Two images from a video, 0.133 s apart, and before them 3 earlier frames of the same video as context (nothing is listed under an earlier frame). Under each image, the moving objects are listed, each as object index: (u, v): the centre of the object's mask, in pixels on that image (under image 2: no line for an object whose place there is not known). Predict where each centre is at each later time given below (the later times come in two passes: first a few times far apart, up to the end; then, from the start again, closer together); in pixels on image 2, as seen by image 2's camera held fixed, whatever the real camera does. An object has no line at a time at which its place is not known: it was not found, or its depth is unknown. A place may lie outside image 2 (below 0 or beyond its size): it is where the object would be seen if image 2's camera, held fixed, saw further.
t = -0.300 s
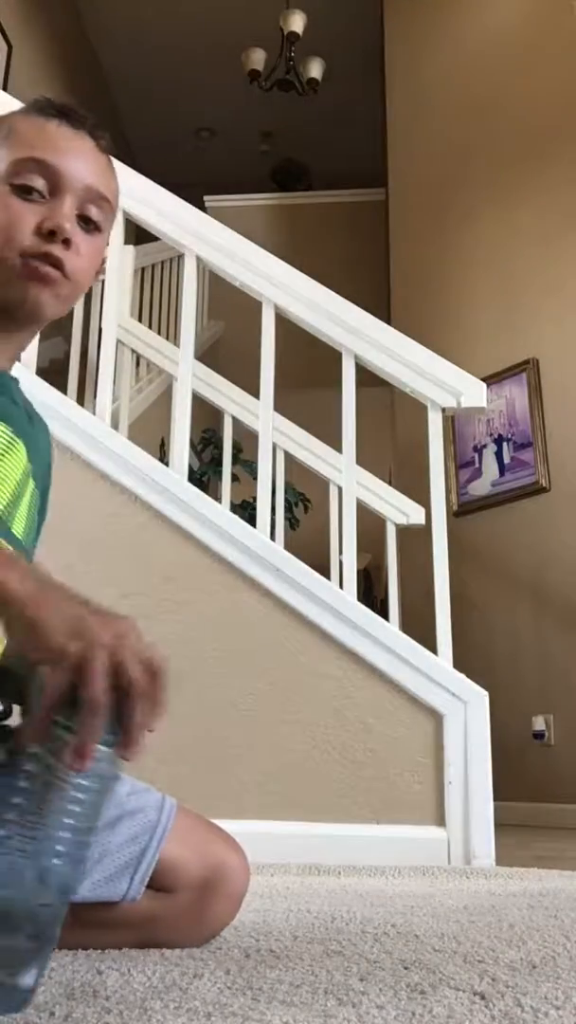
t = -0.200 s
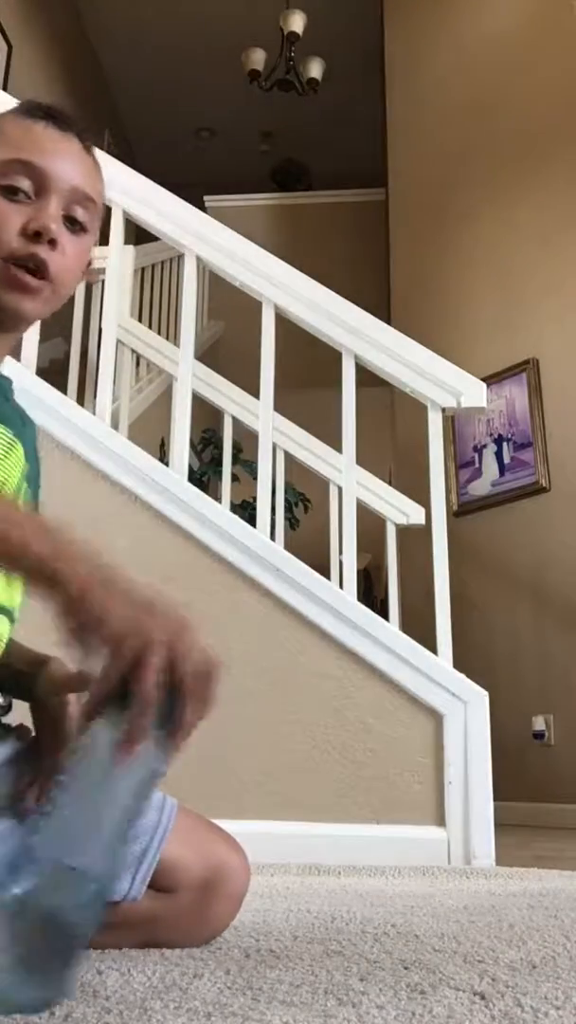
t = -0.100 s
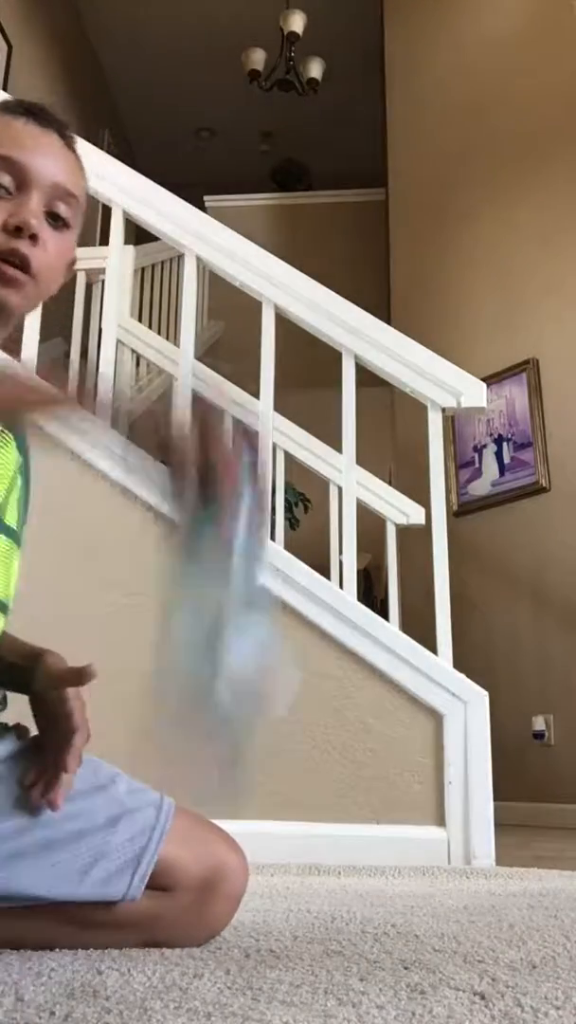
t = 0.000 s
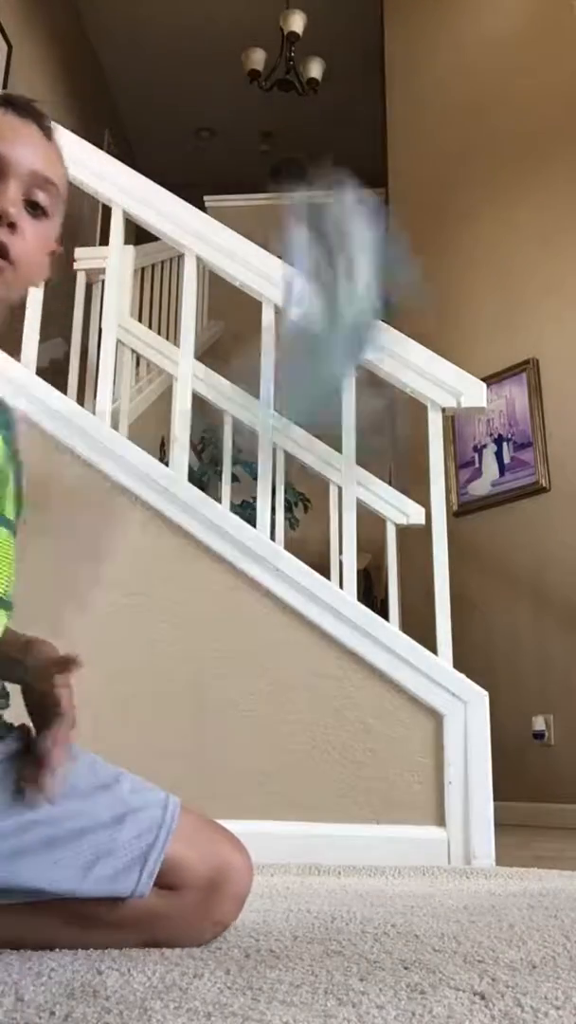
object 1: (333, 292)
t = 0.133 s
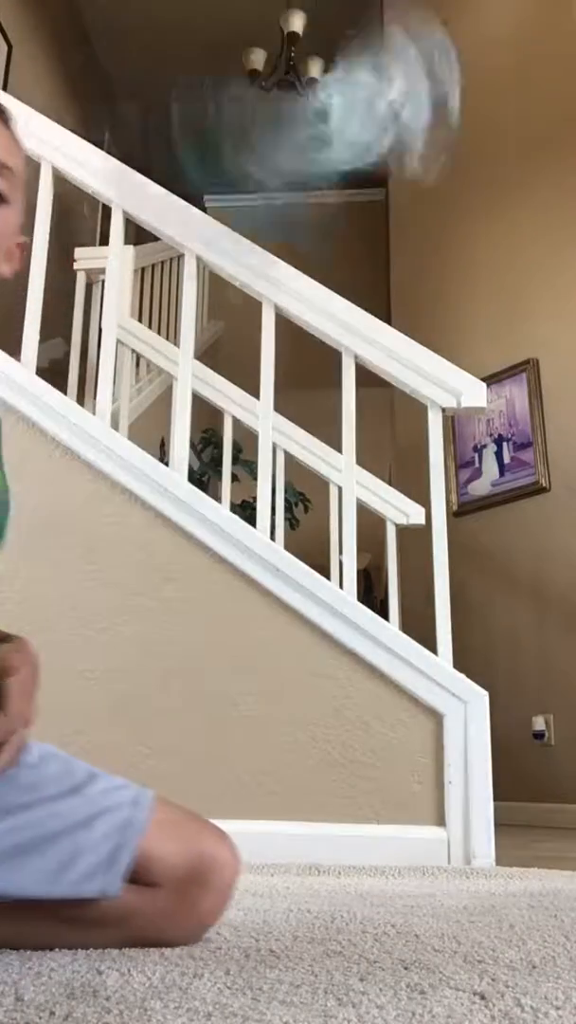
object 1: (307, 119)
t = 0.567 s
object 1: (501, 810)
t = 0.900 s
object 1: (338, 974)
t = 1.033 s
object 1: (340, 974)
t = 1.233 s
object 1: (341, 974)
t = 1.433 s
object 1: (343, 975)
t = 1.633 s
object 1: (343, 975)
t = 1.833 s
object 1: (344, 975)
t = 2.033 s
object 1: (345, 974)
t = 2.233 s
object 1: (353, 974)
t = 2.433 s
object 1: (354, 974)
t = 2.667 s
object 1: (353, 974)
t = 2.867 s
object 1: (354, 974)
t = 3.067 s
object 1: (354, 974)
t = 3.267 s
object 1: (354, 974)
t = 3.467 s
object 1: (354, 974)
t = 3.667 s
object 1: (354, 974)
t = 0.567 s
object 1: (501, 810)
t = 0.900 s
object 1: (338, 974)
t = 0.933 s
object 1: (339, 974)
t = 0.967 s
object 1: (341, 974)
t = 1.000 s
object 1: (341, 975)
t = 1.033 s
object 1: (340, 974)
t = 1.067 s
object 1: (340, 974)
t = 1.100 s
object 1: (340, 975)
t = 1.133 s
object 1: (340, 974)
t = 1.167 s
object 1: (341, 974)
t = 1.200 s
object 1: (341, 974)
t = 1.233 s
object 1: (341, 974)
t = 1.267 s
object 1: (342, 975)
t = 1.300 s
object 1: (342, 975)
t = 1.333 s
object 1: (343, 975)
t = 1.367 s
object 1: (343, 975)
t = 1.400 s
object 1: (343, 975)
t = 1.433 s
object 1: (343, 975)
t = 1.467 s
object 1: (343, 975)
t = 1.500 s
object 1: (343, 975)
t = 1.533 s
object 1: (343, 975)
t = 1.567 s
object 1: (343, 975)
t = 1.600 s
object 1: (344, 975)
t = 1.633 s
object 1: (343, 975)
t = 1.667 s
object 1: (343, 975)
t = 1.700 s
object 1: (344, 975)
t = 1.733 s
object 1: (343, 974)
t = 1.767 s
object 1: (344, 975)
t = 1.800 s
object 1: (344, 975)
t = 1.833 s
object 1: (344, 975)
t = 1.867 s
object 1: (344, 975)
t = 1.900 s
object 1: (344, 974)
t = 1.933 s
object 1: (344, 975)
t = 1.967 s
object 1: (345, 975)
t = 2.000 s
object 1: (344, 974)
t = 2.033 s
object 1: (345, 974)
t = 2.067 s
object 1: (345, 974)
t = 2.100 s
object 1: (346, 974)
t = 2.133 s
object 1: (347, 974)
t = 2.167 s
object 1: (350, 974)
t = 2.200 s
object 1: (352, 974)
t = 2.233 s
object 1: (353, 974)
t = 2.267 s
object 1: (354, 974)
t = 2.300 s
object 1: (354, 974)
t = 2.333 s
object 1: (354, 974)
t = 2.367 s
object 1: (354, 974)
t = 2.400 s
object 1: (354, 974)
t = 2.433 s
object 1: (354, 974)
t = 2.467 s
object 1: (354, 974)
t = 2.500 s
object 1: (354, 974)
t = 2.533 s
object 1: (354, 974)
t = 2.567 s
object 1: (354, 974)
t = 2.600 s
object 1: (353, 974)
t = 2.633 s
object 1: (354, 974)
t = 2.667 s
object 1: (353, 974)
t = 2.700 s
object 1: (354, 974)
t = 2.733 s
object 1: (354, 974)
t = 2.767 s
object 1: (354, 974)
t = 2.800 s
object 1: (353, 974)
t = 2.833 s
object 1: (354, 974)
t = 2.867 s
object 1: (354, 974)
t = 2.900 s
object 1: (354, 974)
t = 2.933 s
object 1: (354, 974)
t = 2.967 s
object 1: (354, 974)
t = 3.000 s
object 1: (354, 974)
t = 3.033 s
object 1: (354, 974)
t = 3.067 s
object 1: (354, 974)
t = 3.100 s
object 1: (354, 974)
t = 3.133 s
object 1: (354, 974)
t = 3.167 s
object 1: (354, 974)
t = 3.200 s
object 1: (354, 974)
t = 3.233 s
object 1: (354, 974)
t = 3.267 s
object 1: (354, 974)
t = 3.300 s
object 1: (354, 974)
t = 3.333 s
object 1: (354, 974)
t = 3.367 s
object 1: (354, 974)
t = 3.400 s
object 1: (354, 974)
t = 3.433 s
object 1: (354, 974)
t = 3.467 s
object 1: (354, 974)
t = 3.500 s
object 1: (354, 974)
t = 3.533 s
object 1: (354, 974)
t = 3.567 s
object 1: (354, 974)
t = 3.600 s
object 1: (354, 974)
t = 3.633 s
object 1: (354, 974)
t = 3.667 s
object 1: (354, 974)
